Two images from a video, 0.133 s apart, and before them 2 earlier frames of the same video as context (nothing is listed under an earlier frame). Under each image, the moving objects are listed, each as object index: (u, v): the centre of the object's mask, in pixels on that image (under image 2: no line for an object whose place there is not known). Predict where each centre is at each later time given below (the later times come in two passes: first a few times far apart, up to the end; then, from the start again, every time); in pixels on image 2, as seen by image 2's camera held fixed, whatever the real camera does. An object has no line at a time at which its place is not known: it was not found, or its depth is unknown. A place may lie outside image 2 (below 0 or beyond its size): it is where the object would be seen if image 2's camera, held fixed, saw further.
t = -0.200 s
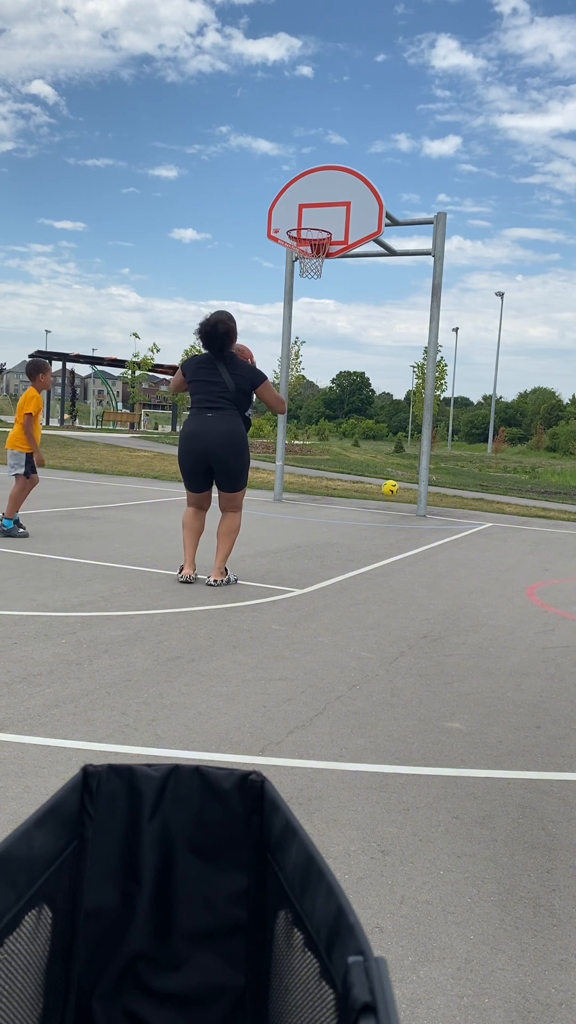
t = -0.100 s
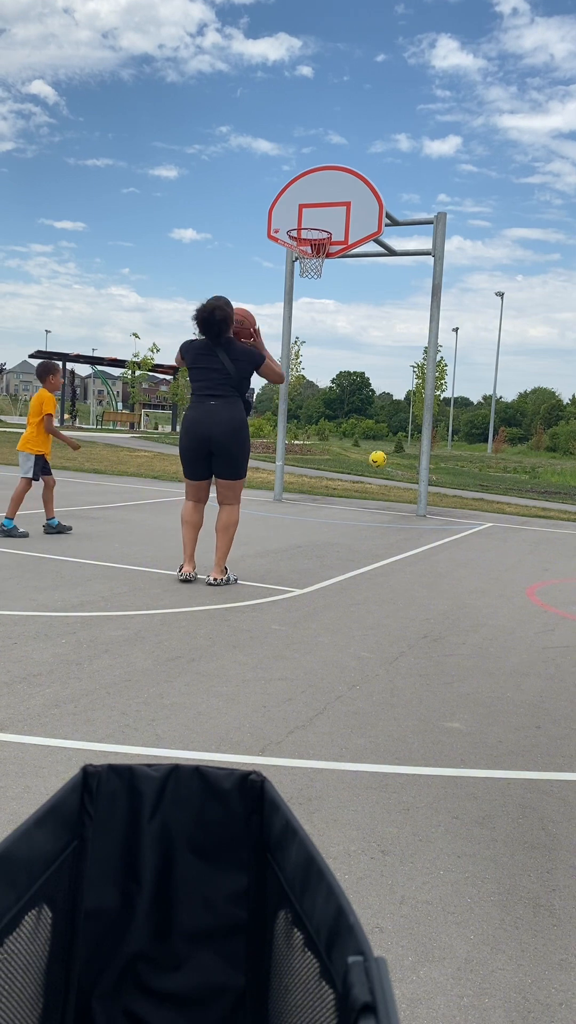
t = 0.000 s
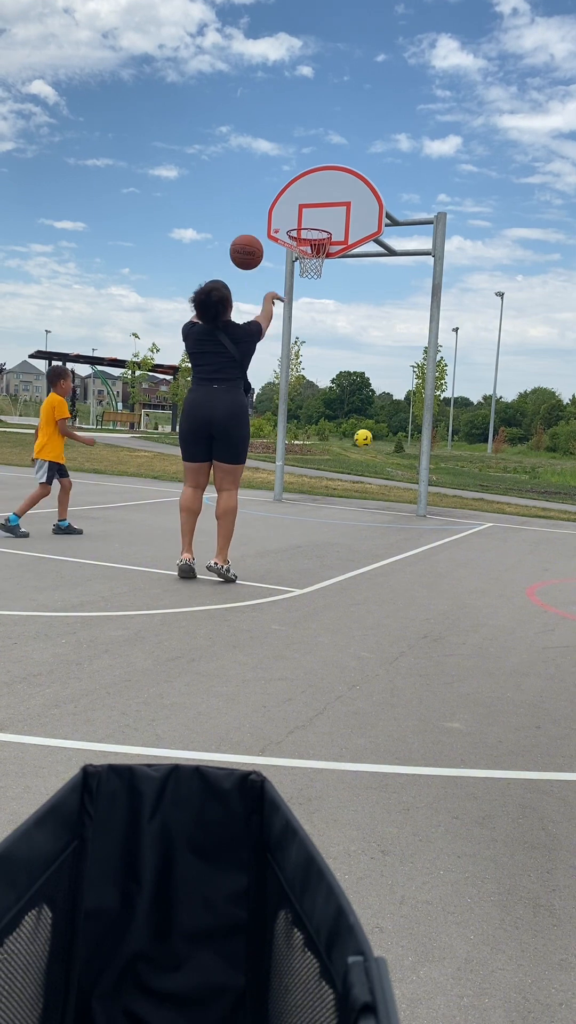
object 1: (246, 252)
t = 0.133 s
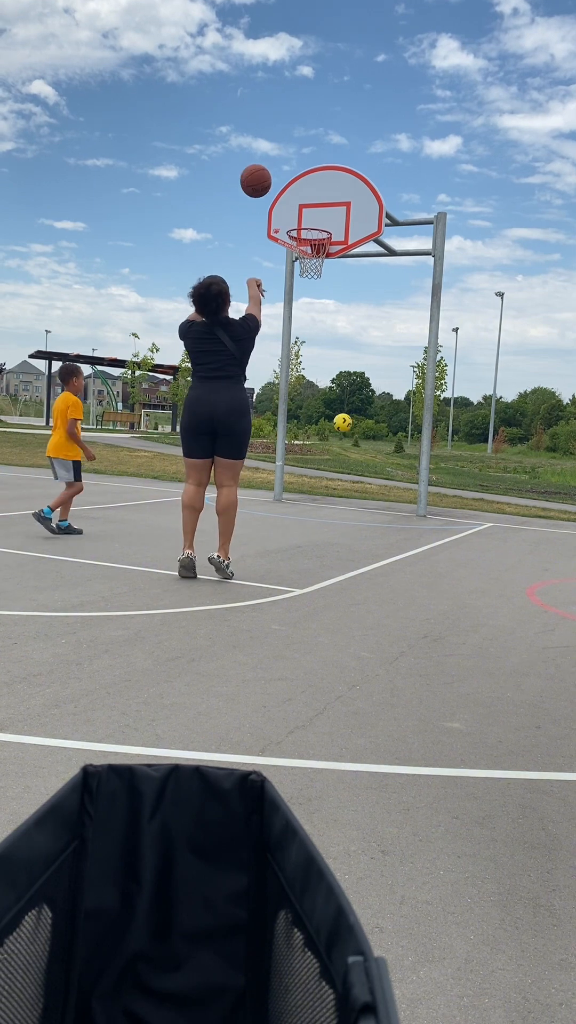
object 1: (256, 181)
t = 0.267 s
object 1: (263, 144)
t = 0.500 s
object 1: (270, 143)
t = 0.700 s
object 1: (273, 188)
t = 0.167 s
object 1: (258, 169)
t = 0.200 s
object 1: (259, 159)
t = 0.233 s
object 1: (261, 150)
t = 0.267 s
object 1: (263, 144)
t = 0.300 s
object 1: (264, 140)
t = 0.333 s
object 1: (265, 137)
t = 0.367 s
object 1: (266, 135)
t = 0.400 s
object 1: (267, 135)
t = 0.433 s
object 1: (268, 137)
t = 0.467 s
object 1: (269, 139)
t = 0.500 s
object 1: (270, 143)
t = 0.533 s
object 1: (271, 148)
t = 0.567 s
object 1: (271, 154)
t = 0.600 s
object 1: (272, 161)
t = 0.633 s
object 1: (272, 169)
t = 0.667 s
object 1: (273, 178)
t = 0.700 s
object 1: (273, 188)
